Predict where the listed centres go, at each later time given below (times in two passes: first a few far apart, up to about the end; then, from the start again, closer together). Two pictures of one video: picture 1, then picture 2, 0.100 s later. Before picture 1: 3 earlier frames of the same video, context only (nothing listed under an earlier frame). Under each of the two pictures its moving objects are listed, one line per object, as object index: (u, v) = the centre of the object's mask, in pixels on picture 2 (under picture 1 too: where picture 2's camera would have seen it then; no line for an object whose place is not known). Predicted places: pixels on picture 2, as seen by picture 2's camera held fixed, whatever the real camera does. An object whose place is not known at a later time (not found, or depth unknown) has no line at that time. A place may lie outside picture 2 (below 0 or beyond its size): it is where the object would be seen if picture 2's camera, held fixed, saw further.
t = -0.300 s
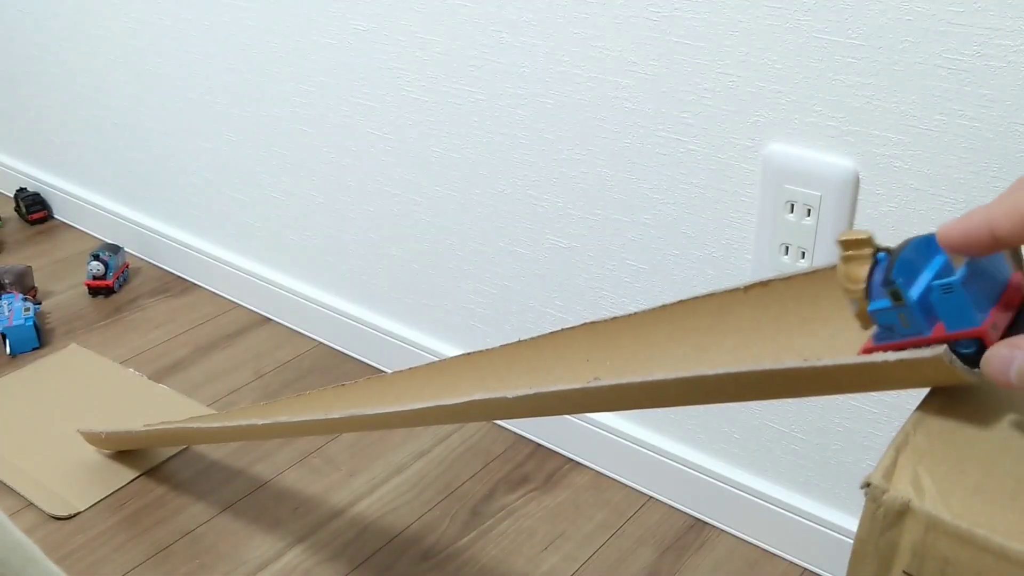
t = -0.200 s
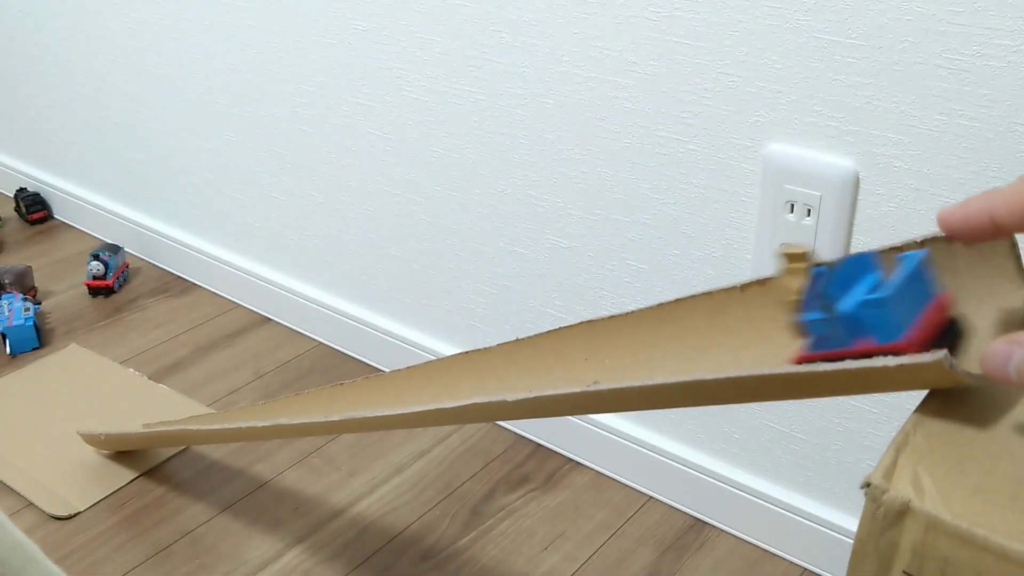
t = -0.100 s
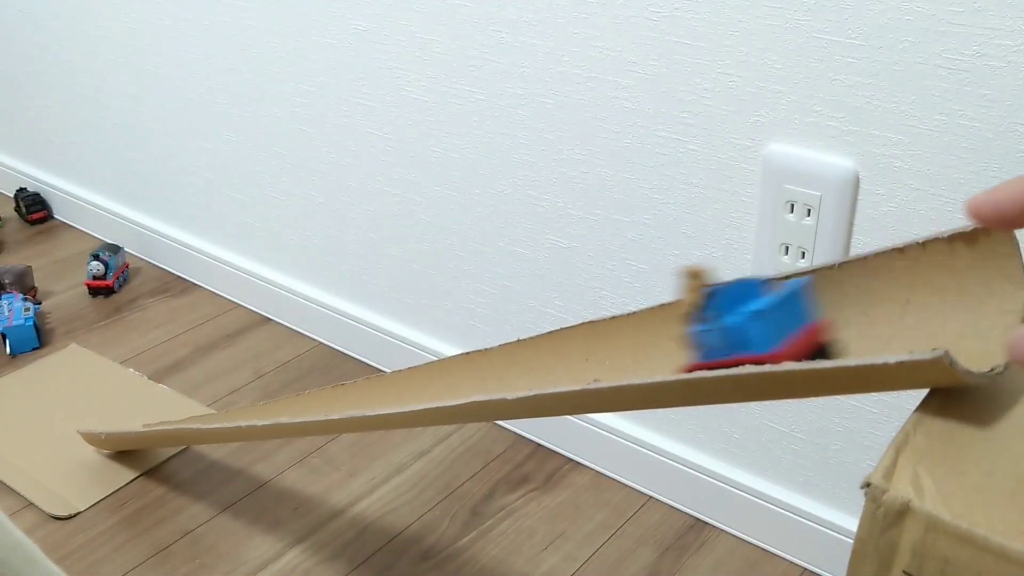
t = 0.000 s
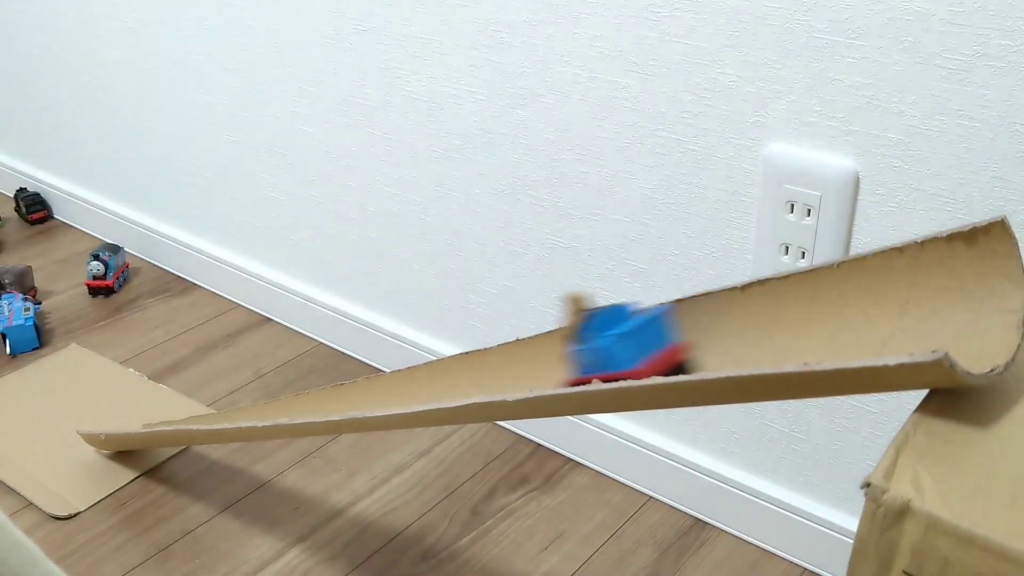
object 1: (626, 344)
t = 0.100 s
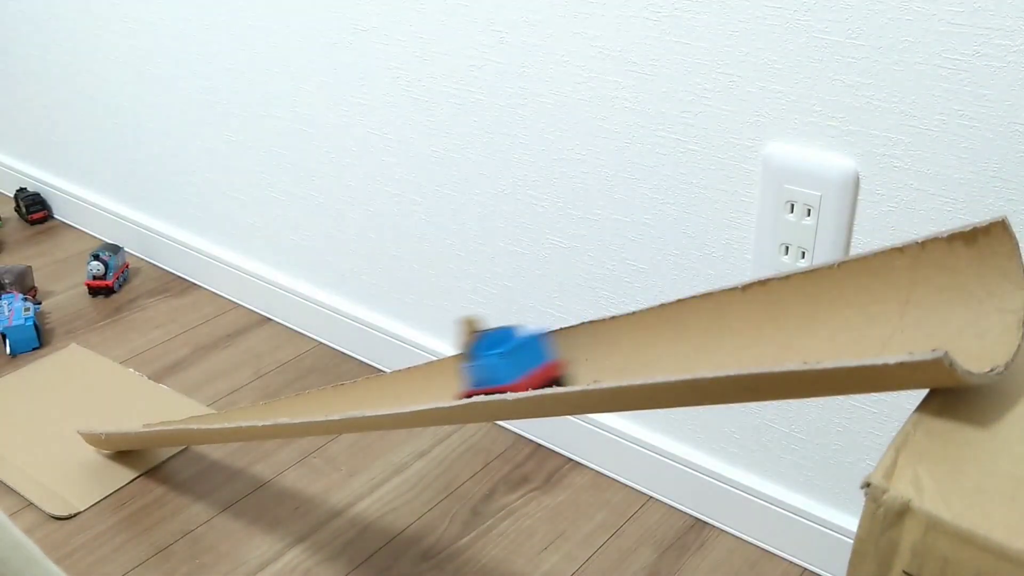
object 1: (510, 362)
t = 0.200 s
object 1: (410, 378)
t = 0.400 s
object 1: (251, 401)
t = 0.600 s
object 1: (137, 414)
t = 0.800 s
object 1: (77, 365)
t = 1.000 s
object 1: (55, 311)
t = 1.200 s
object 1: (77, 265)
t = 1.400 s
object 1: (91, 238)
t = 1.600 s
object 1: (91, 239)
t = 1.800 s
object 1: (91, 239)
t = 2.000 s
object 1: (91, 239)
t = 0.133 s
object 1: (474, 367)
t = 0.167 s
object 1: (441, 373)
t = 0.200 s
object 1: (410, 378)
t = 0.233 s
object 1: (379, 383)
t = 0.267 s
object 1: (351, 387)
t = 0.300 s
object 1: (324, 390)
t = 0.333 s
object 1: (299, 395)
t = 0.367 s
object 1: (274, 398)
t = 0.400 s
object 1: (251, 401)
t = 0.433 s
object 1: (230, 403)
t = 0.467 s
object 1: (210, 406)
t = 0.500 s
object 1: (191, 408)
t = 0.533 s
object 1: (171, 410)
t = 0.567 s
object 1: (153, 412)
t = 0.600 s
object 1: (137, 414)
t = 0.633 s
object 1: (122, 416)
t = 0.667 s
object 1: (109, 411)
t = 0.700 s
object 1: (98, 402)
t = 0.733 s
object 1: (87, 388)
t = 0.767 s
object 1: (80, 377)
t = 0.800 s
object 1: (77, 365)
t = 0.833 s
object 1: (73, 353)
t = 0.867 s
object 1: (68, 342)
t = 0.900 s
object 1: (61, 333)
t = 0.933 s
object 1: (58, 327)
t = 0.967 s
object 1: (55, 319)
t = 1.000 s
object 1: (55, 311)
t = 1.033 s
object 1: (58, 302)
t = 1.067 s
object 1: (61, 294)
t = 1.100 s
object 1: (66, 286)
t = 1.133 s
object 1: (68, 279)
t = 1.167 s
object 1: (72, 272)
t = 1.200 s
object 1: (77, 265)
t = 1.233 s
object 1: (81, 256)
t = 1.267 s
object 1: (86, 248)
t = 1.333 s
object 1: (91, 239)
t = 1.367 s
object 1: (93, 237)
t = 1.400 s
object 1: (91, 238)
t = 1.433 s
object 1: (90, 238)
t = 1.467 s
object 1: (88, 240)
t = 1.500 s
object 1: (89, 240)
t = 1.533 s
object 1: (88, 240)
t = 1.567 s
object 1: (90, 239)
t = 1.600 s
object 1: (91, 239)
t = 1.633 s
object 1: (91, 239)
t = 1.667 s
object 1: (91, 239)
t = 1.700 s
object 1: (91, 238)
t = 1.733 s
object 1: (91, 238)
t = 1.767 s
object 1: (91, 238)
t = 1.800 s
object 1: (91, 239)
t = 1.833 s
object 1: (91, 239)
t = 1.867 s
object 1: (91, 239)
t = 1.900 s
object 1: (91, 239)
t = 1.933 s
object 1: (91, 239)
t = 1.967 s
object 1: (91, 239)
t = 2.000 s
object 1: (91, 239)
